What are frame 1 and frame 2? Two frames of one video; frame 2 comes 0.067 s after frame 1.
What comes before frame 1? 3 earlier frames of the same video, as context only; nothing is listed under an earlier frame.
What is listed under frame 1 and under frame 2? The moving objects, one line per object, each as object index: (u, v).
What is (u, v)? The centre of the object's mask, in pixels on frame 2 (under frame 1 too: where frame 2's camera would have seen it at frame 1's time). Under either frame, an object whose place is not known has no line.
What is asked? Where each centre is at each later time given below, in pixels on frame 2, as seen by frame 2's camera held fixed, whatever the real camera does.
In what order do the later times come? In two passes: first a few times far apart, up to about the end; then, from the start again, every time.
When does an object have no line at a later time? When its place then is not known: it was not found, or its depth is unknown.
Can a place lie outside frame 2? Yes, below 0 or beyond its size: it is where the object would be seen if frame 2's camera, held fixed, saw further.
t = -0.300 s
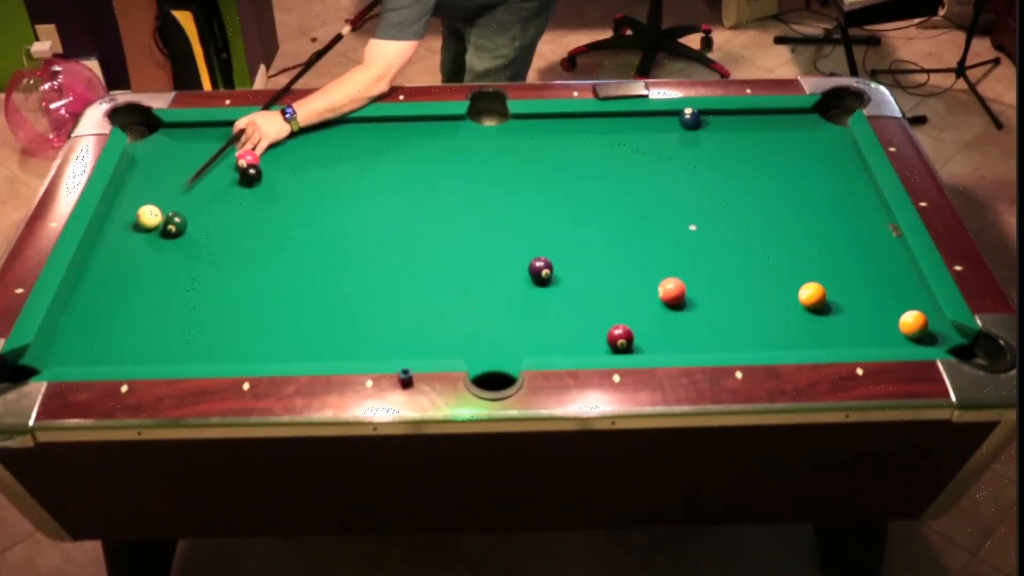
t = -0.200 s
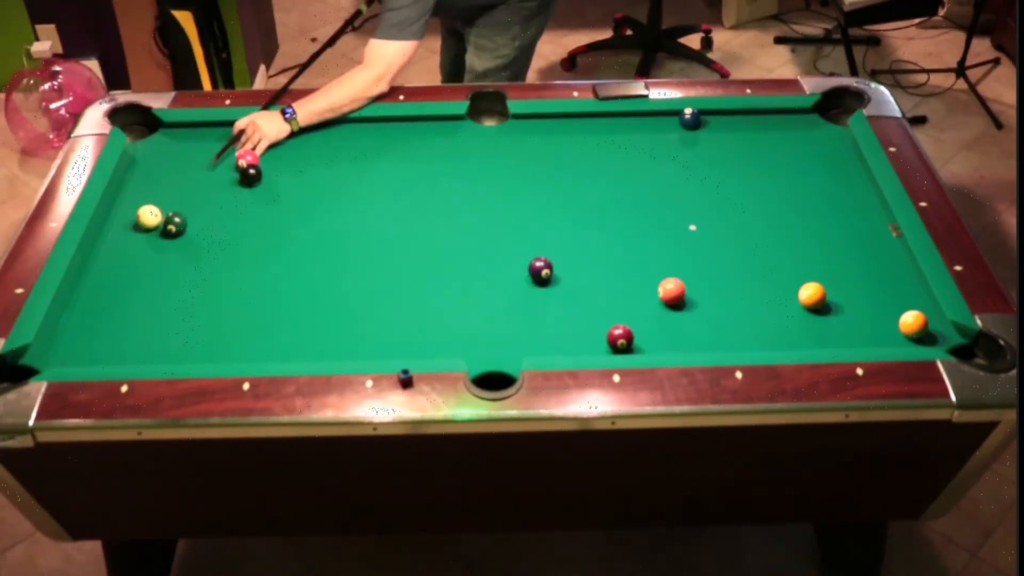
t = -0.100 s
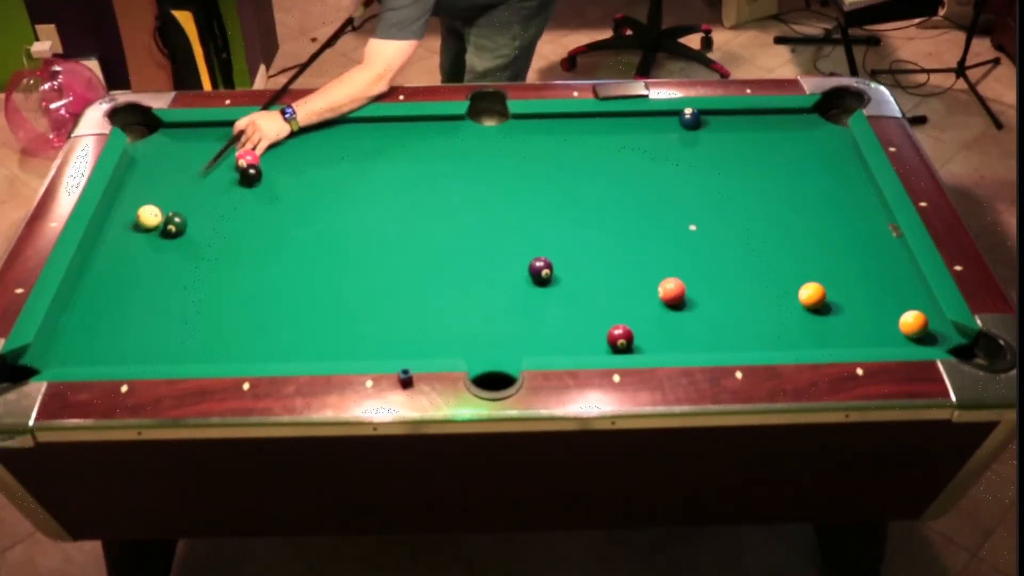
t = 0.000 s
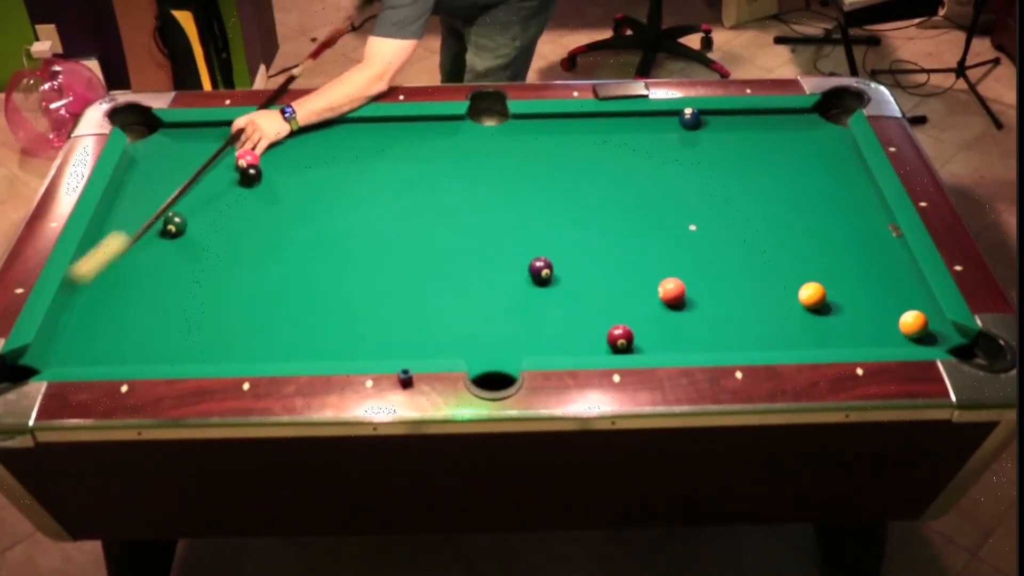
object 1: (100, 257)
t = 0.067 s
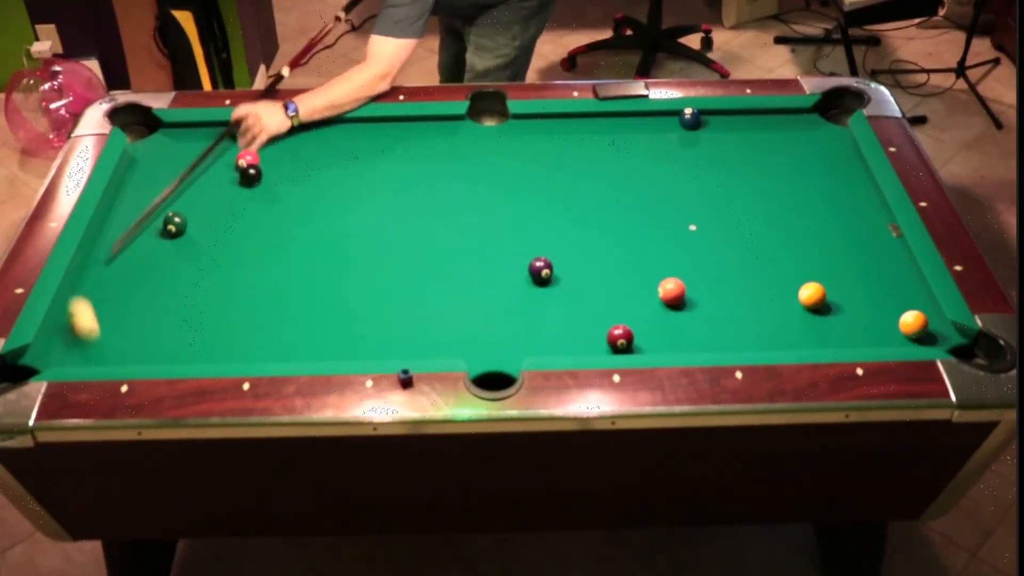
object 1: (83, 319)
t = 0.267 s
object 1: (202, 292)
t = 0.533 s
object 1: (346, 205)
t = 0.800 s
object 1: (464, 134)
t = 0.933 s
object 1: (484, 111)
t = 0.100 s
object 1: (93, 346)
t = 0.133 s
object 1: (113, 350)
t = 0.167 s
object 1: (137, 334)
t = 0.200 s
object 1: (160, 319)
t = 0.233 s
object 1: (182, 305)
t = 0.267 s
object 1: (202, 292)
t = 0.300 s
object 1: (222, 280)
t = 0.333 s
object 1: (241, 268)
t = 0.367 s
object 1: (260, 257)
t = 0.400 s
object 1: (278, 246)
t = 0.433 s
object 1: (295, 235)
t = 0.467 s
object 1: (313, 225)
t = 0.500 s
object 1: (329, 215)
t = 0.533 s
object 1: (346, 205)
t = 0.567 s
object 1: (362, 196)
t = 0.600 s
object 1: (378, 186)
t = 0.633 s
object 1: (393, 177)
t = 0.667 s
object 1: (408, 168)
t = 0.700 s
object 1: (422, 160)
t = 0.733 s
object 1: (437, 151)
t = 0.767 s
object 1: (450, 143)
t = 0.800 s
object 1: (464, 134)
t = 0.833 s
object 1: (478, 126)
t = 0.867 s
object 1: (491, 118)
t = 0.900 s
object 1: (495, 113)
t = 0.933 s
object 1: (484, 111)
